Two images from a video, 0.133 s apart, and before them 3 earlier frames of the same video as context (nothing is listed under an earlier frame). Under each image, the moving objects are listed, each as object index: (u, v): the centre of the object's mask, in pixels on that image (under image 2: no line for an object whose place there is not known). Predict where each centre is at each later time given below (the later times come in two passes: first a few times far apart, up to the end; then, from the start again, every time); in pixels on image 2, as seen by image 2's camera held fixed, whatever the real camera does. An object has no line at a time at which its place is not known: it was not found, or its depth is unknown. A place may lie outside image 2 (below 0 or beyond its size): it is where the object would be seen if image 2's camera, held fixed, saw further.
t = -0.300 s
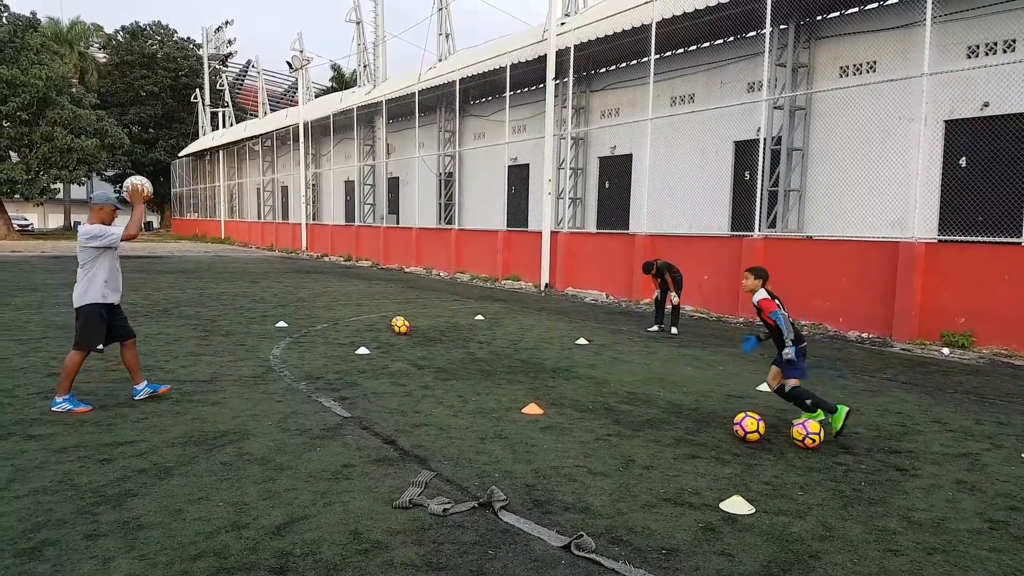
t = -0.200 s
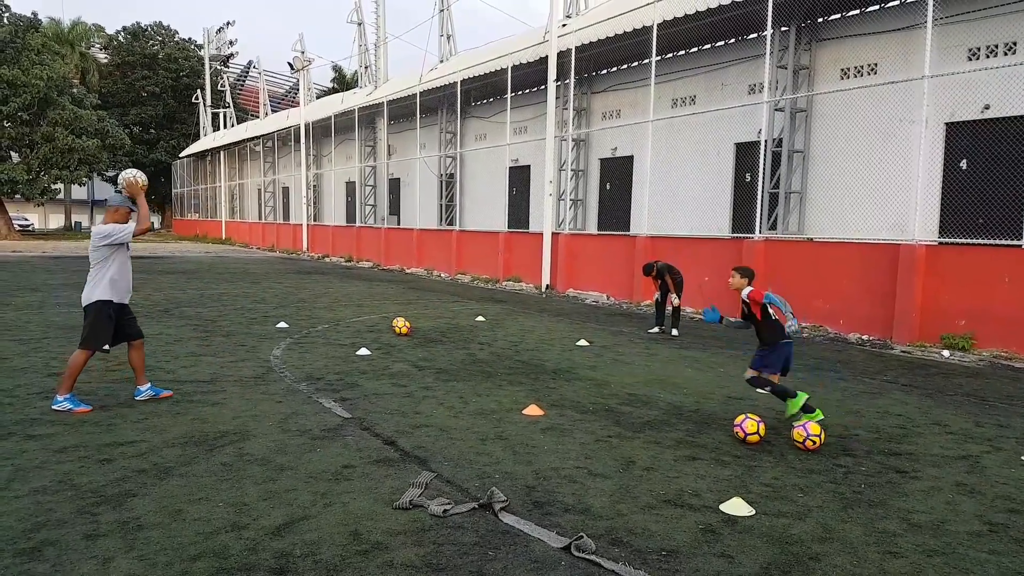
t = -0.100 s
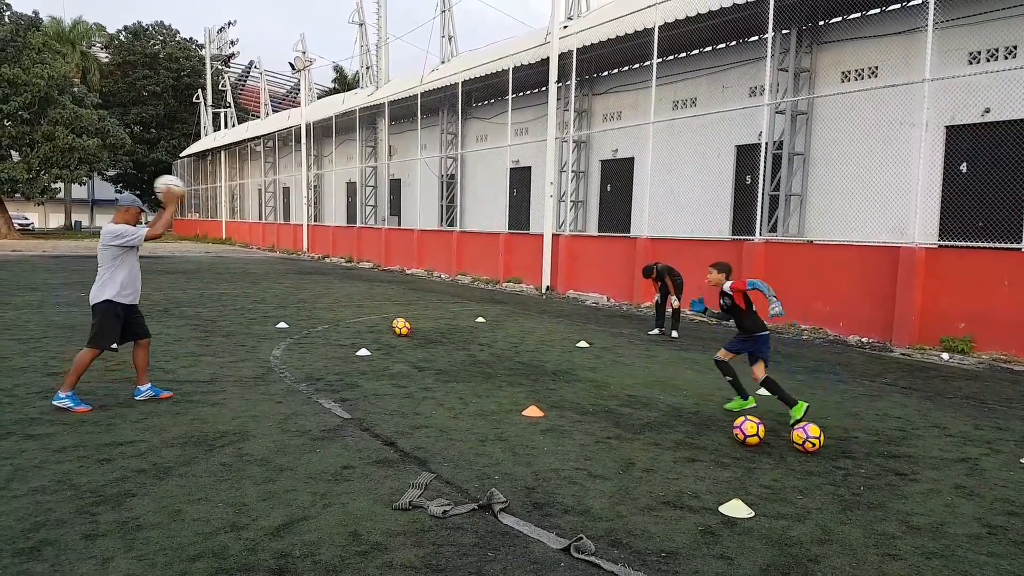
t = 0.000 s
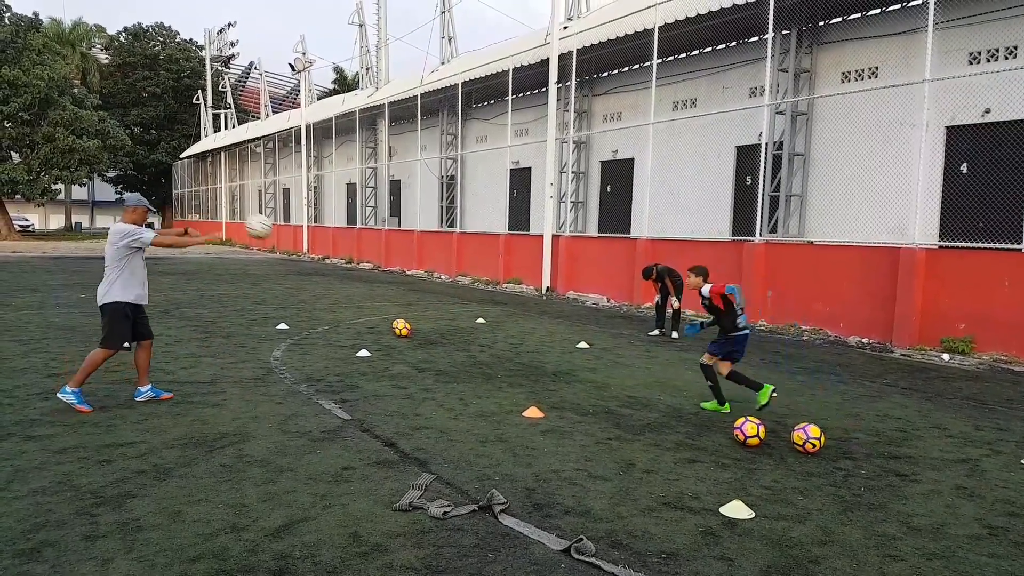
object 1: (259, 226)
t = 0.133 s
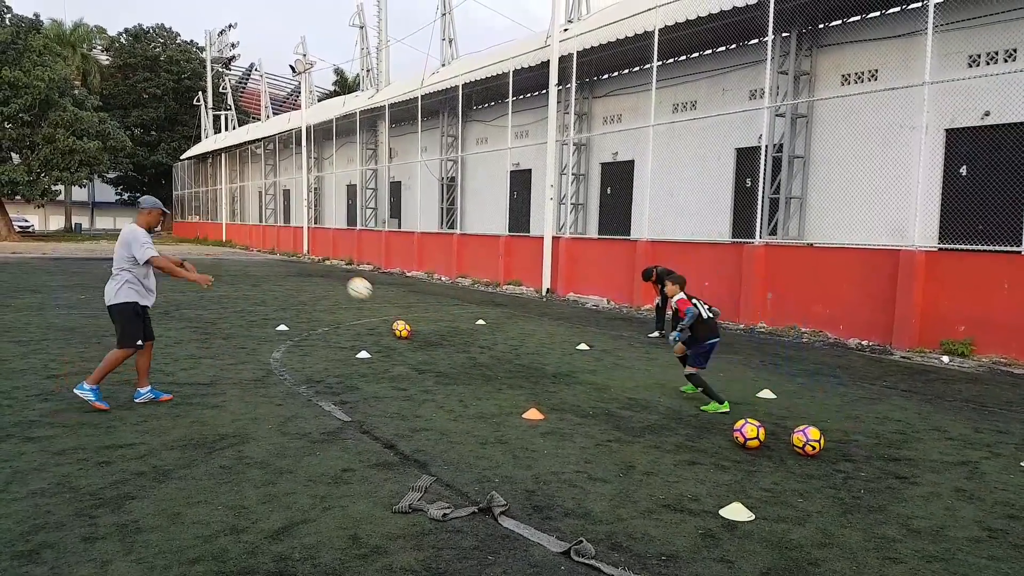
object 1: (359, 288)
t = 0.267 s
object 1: (441, 356)
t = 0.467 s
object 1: (511, 306)
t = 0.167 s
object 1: (381, 304)
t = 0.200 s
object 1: (402, 322)
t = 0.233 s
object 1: (423, 339)
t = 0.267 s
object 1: (441, 356)
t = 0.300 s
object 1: (457, 364)
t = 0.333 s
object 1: (468, 349)
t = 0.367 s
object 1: (480, 337)
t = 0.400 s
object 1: (490, 326)
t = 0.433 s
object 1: (501, 315)
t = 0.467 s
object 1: (511, 306)
